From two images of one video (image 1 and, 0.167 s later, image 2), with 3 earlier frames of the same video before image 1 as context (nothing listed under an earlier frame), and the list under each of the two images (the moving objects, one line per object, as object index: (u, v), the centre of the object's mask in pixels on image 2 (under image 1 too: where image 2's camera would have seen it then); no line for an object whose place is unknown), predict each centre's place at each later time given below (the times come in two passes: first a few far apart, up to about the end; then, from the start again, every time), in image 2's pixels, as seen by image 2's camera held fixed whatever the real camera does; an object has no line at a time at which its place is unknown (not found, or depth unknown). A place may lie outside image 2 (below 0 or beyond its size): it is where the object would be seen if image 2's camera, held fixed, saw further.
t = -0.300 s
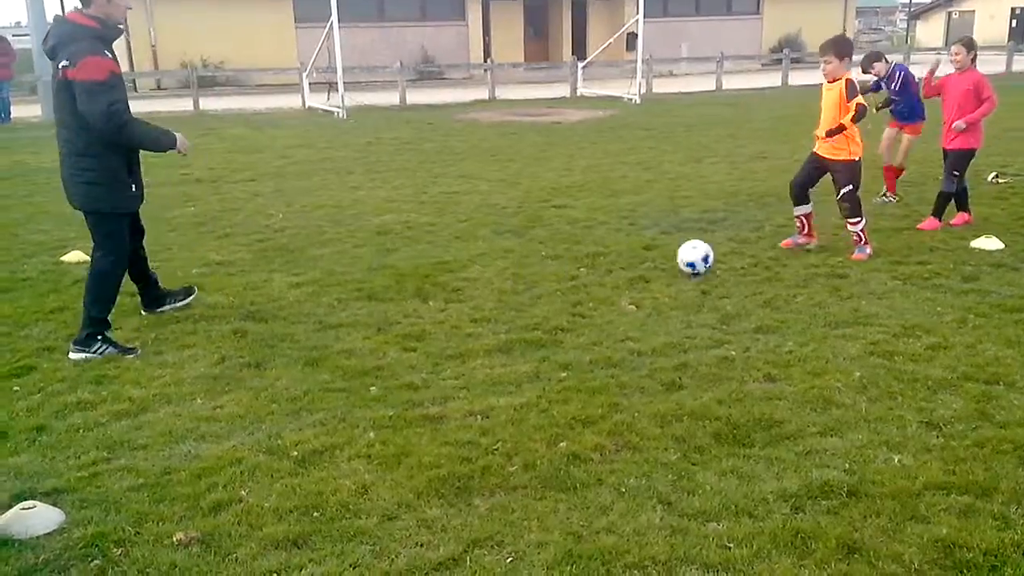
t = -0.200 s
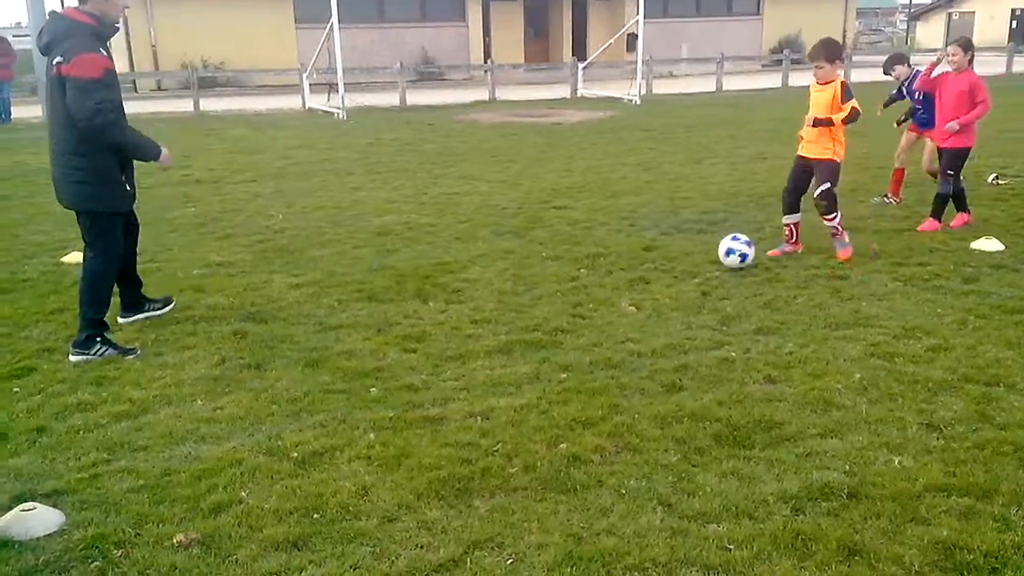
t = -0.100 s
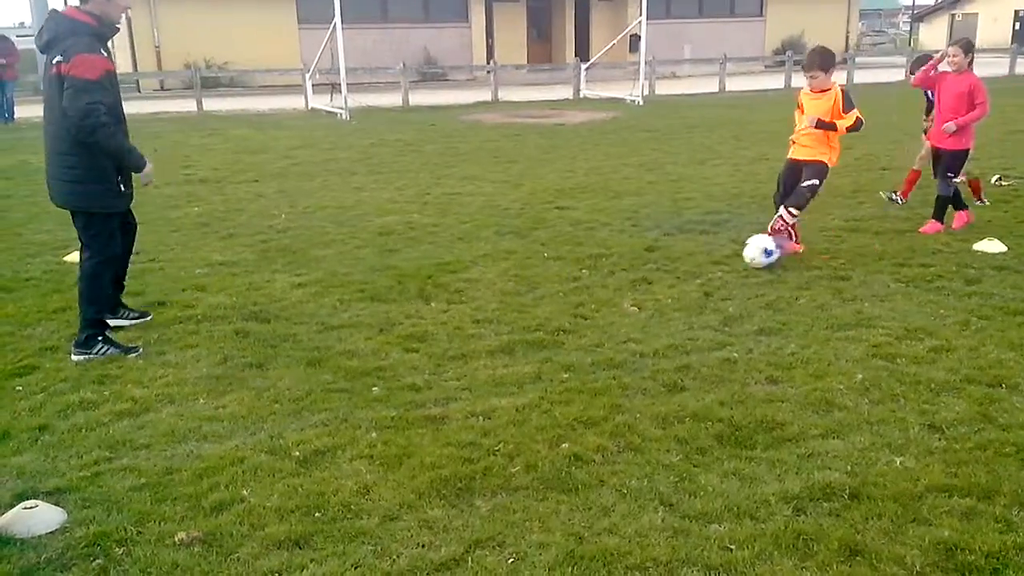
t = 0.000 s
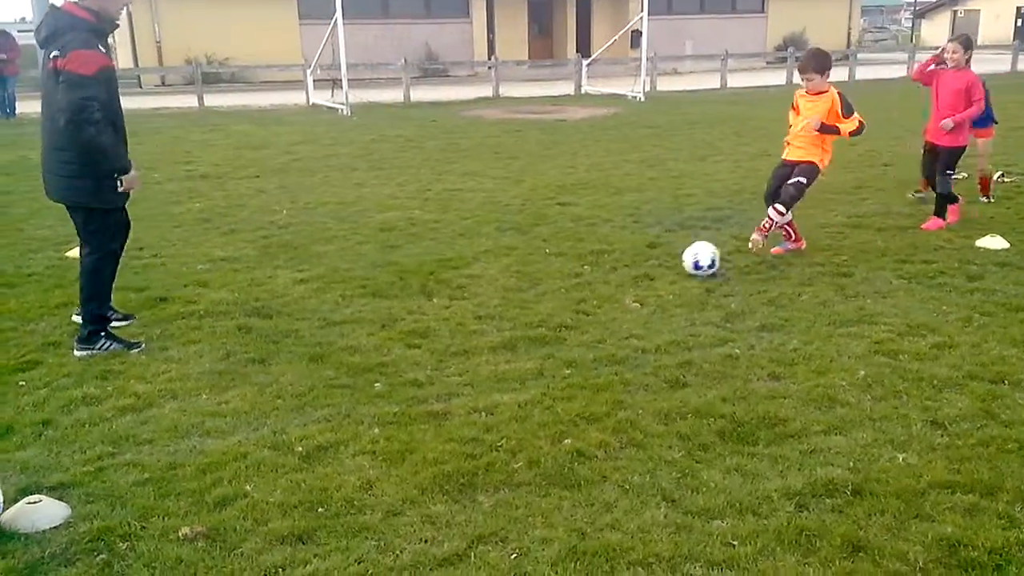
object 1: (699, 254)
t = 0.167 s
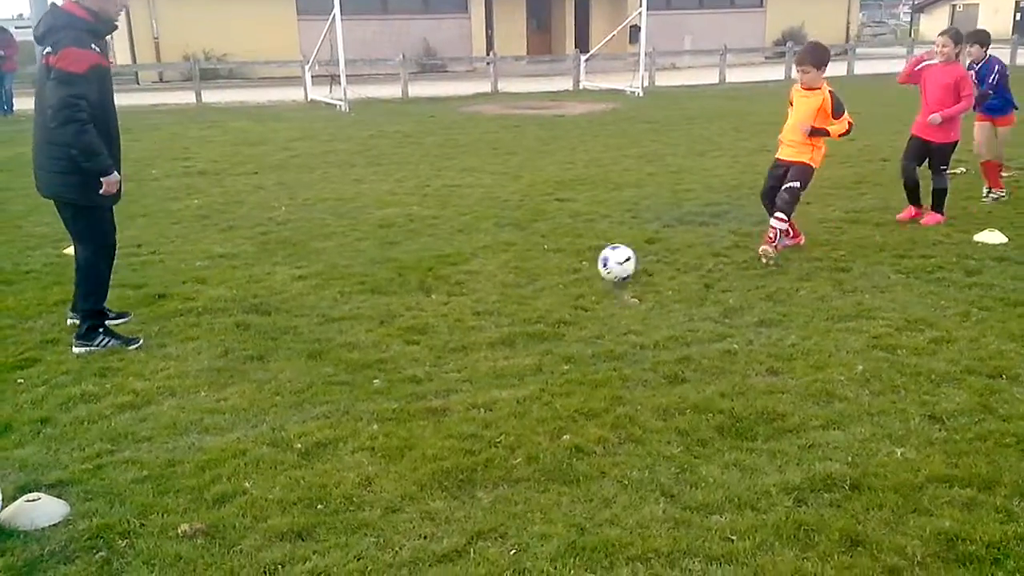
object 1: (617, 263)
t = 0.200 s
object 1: (600, 268)
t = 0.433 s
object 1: (517, 287)
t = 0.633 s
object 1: (449, 294)
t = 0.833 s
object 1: (380, 310)
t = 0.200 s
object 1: (600, 268)
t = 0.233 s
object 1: (584, 274)
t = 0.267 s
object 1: (573, 272)
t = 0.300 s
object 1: (562, 271)
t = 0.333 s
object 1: (551, 271)
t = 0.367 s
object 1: (540, 275)
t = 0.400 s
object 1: (529, 280)
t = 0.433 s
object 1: (517, 287)
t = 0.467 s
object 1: (507, 289)
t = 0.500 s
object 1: (495, 286)
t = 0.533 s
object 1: (484, 286)
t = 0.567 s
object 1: (473, 286)
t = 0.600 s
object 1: (460, 289)
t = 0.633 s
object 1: (449, 294)
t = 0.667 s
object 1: (438, 300)
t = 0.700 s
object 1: (426, 299)
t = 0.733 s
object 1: (414, 299)
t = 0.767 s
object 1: (403, 301)
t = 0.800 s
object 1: (392, 305)
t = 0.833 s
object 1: (380, 310)
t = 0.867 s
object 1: (369, 311)
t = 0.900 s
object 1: (359, 308)
